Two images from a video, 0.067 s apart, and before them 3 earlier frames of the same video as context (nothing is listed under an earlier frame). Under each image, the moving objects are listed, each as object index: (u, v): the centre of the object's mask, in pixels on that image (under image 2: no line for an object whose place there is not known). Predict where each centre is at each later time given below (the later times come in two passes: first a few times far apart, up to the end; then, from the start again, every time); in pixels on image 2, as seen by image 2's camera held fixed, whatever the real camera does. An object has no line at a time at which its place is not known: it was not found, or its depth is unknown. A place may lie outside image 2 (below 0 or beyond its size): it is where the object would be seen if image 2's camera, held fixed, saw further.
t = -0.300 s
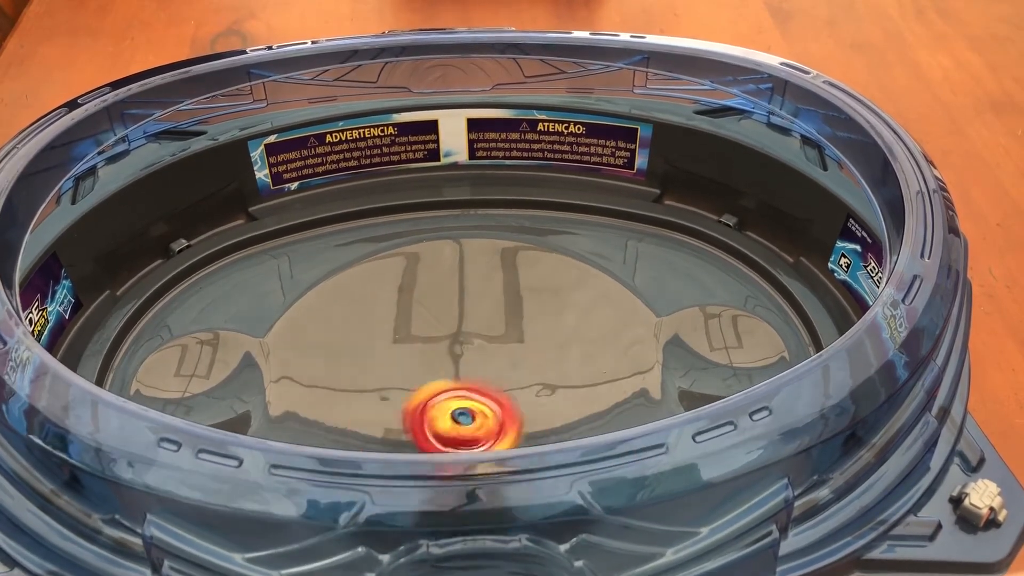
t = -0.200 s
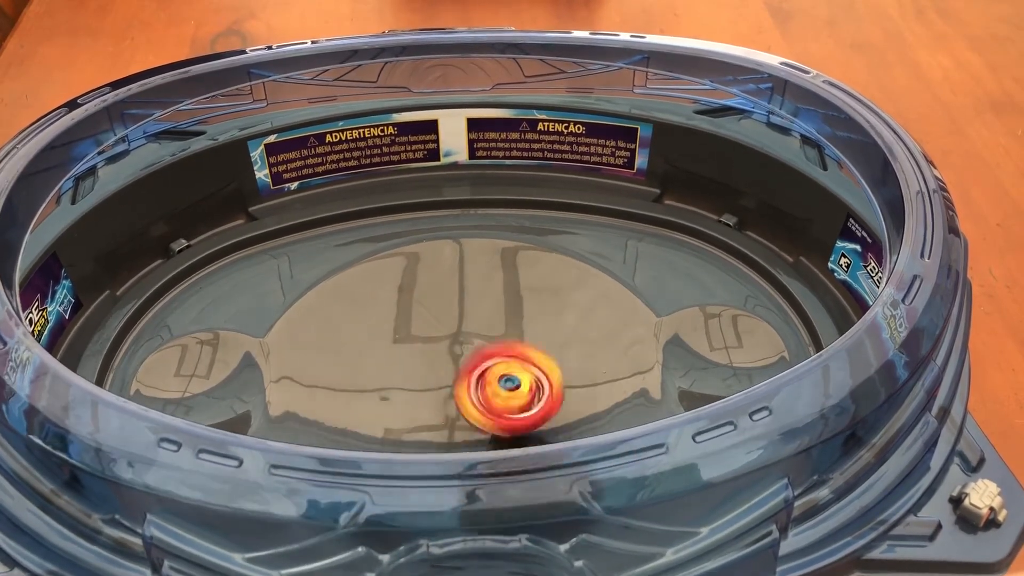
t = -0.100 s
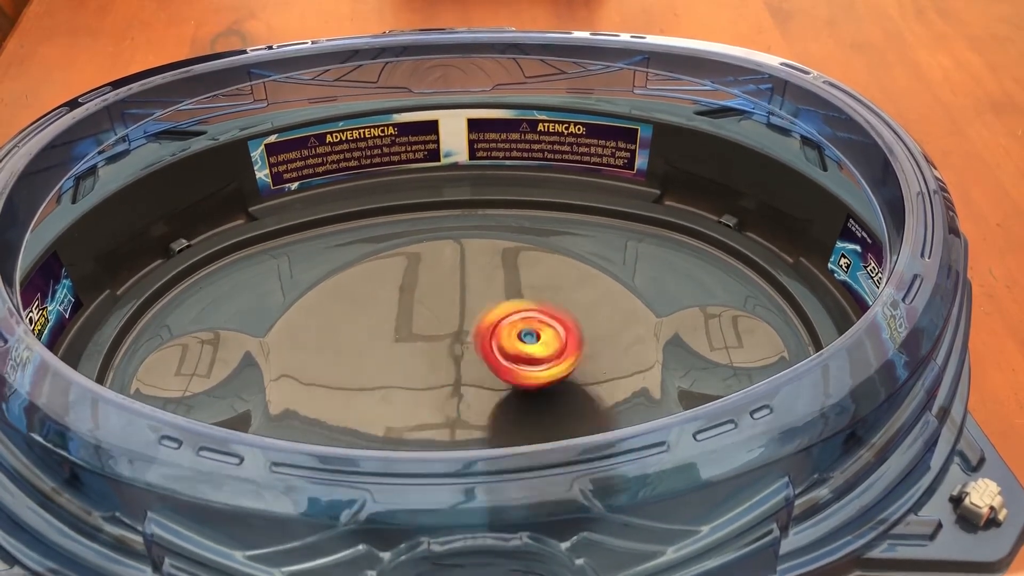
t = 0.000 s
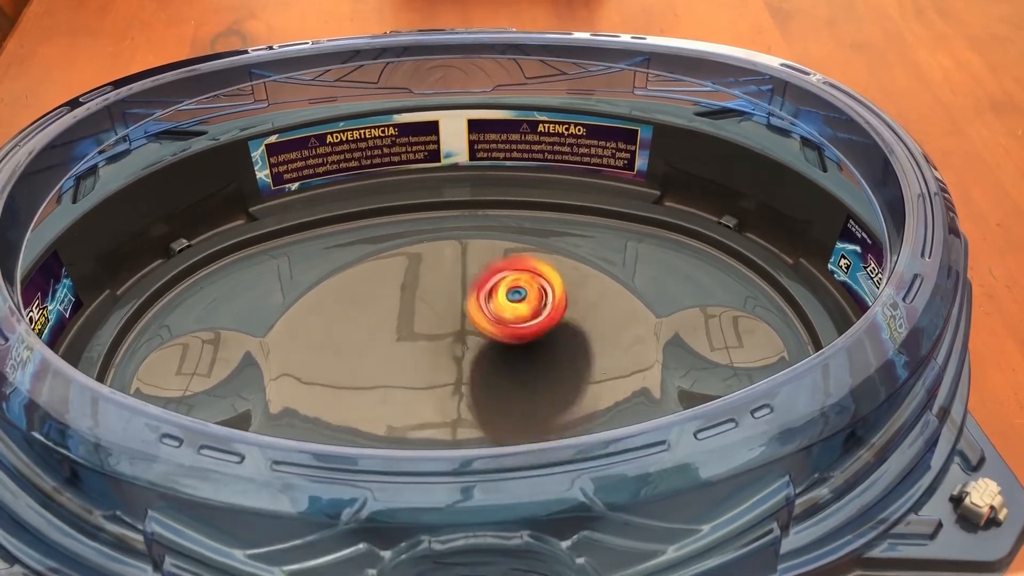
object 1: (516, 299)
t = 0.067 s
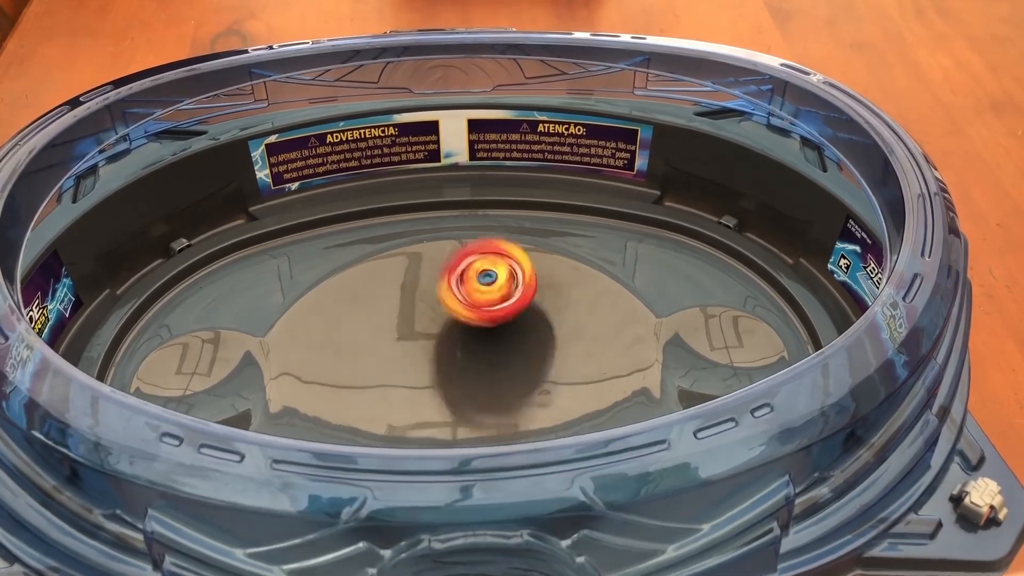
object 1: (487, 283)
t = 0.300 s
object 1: (404, 354)
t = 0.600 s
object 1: (510, 421)
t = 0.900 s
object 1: (480, 332)
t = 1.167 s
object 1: (355, 344)
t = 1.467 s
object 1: (494, 399)
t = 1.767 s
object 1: (524, 315)
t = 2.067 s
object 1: (393, 375)
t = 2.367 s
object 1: (474, 413)
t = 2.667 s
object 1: (485, 308)
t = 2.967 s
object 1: (408, 353)
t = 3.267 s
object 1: (515, 411)
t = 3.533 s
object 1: (499, 349)
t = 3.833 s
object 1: (375, 352)
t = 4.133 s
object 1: (464, 397)
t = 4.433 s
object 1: (527, 330)
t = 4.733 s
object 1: (428, 356)
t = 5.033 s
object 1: (446, 416)
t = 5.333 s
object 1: (491, 344)
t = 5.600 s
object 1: (429, 322)
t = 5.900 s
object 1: (452, 395)
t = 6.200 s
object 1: (523, 375)
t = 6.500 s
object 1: (431, 347)
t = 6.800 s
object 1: (406, 387)
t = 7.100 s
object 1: (500, 369)
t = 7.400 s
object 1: (476, 327)
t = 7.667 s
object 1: (428, 376)
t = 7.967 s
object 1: (478, 403)
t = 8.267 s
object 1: (480, 349)
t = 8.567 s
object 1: (424, 344)
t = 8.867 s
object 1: (447, 388)
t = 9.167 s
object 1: (503, 376)
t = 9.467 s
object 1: (474, 347)
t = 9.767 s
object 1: (421, 355)
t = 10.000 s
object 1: (432, 382)
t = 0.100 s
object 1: (470, 282)
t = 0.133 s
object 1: (451, 286)
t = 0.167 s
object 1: (436, 296)
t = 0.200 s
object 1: (421, 308)
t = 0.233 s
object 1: (414, 323)
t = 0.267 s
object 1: (407, 337)
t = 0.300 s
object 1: (404, 354)
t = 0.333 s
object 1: (404, 369)
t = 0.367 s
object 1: (410, 385)
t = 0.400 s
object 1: (414, 398)
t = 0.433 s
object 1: (425, 410)
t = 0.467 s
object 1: (437, 416)
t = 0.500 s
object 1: (455, 422)
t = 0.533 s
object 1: (472, 423)
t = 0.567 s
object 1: (494, 424)
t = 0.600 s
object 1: (510, 421)
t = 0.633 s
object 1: (528, 415)
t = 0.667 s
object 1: (537, 408)
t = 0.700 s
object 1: (541, 396)
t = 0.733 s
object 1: (540, 385)
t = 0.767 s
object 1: (532, 371)
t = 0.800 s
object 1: (522, 360)
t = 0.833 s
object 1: (507, 350)
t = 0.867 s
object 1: (496, 341)
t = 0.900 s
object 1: (480, 332)
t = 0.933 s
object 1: (461, 325)
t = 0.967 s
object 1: (446, 321)
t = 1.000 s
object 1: (426, 315)
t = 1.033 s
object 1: (408, 315)
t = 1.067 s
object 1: (389, 317)
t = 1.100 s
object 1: (375, 322)
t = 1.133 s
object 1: (362, 333)
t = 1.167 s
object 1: (355, 344)
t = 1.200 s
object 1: (358, 360)
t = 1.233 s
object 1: (365, 372)
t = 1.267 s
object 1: (380, 385)
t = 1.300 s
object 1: (396, 394)
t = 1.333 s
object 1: (416, 399)
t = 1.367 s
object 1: (435, 403)
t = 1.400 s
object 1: (454, 403)
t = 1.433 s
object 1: (477, 403)
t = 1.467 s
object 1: (494, 399)
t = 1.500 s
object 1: (513, 392)
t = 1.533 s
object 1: (531, 385)
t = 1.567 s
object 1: (543, 372)
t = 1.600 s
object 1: (554, 360)
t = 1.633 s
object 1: (559, 348)
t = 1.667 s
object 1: (555, 335)
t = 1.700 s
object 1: (551, 325)
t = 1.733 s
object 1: (540, 319)
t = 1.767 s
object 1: (524, 315)
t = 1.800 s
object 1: (510, 314)
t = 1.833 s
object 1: (492, 317)
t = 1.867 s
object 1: (472, 321)
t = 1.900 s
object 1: (458, 327)
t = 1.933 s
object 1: (441, 336)
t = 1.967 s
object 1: (426, 343)
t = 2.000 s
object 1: (414, 353)
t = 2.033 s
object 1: (401, 364)
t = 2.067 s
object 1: (393, 375)
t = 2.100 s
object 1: (386, 387)
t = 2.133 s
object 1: (382, 399)
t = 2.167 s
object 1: (388, 409)
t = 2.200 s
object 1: (396, 417)
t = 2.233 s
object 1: (408, 420)
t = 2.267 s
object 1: (425, 422)
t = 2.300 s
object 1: (441, 422)
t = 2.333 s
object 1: (458, 419)
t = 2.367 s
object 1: (474, 413)
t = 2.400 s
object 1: (486, 407)
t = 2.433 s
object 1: (495, 397)
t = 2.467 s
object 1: (501, 382)
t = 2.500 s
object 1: (505, 371)
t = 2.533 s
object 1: (506, 358)
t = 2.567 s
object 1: (504, 343)
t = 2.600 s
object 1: (500, 331)
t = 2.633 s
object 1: (495, 319)
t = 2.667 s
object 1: (485, 308)
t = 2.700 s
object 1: (472, 300)
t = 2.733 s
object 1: (459, 296)
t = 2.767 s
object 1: (447, 297)
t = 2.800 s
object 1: (435, 299)
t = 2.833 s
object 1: (424, 305)
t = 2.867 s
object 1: (418, 315)
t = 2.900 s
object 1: (411, 327)
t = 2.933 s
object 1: (407, 339)
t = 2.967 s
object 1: (408, 353)
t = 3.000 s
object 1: (414, 367)
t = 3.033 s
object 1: (419, 379)
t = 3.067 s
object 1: (426, 390)
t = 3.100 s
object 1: (440, 400)
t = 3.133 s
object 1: (452, 407)
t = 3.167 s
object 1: (465, 412)
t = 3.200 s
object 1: (483, 412)
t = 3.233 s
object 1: (500, 413)
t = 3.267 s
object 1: (515, 411)
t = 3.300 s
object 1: (525, 406)
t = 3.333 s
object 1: (534, 399)
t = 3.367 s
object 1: (537, 393)
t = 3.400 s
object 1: (538, 384)
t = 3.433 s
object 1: (532, 374)
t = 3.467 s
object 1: (522, 364)
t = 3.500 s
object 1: (510, 355)
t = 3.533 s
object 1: (499, 349)
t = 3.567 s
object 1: (486, 344)
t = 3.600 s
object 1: (470, 340)
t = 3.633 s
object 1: (453, 336)
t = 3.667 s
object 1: (438, 334)
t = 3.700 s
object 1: (424, 334)
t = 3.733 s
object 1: (407, 335)
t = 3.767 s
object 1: (392, 339)
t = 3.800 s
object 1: (379, 344)
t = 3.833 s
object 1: (375, 352)
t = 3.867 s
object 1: (373, 360)
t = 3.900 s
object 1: (374, 370)
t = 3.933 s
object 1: (377, 376)
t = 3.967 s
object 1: (386, 382)
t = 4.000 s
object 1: (401, 390)
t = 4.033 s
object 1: (415, 396)
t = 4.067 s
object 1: (431, 399)
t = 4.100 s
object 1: (449, 400)
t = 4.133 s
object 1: (464, 397)
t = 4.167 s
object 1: (477, 393)
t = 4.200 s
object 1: (494, 386)
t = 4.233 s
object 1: (509, 380)
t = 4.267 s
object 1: (519, 374)
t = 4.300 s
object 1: (526, 362)
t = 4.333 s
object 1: (534, 353)
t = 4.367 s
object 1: (532, 344)
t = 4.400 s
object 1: (532, 337)
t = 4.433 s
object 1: (527, 330)
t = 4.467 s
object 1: (524, 326)
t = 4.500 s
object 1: (513, 323)
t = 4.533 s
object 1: (504, 322)
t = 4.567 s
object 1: (490, 323)
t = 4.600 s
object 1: (473, 326)
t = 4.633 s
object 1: (459, 332)
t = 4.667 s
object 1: (449, 338)
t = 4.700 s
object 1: (438, 347)
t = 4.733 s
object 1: (428, 356)
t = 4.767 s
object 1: (419, 366)
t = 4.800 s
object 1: (414, 376)
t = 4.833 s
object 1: (408, 386)
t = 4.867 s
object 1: (406, 396)
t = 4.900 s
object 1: (410, 403)
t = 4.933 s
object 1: (417, 410)
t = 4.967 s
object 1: (427, 414)
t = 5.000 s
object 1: (438, 416)
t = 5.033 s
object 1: (446, 416)
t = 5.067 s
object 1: (458, 415)
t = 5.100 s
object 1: (470, 412)
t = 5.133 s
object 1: (479, 405)
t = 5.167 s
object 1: (487, 398)
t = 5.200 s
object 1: (492, 387)
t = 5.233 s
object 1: (494, 377)
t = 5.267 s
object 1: (494, 365)
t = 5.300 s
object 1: (493, 353)
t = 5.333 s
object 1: (491, 344)
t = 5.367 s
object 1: (484, 335)
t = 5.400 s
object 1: (477, 326)
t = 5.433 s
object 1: (468, 320)
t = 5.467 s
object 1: (459, 317)
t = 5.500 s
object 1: (452, 316)
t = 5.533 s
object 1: (442, 316)
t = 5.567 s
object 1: (437, 318)
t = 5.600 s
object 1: (429, 322)
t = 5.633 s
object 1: (421, 329)
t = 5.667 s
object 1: (418, 334)
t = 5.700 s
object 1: (416, 343)
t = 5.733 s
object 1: (415, 352)
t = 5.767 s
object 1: (418, 362)
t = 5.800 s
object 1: (423, 372)
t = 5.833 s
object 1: (430, 381)
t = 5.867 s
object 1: (440, 389)
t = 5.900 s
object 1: (452, 395)
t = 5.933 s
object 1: (465, 399)
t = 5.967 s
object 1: (478, 400)
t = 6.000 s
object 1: (492, 400)
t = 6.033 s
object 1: (501, 399)
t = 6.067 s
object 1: (512, 395)
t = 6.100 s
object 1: (514, 391)
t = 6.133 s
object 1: (522, 387)
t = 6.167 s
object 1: (521, 382)
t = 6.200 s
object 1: (523, 375)
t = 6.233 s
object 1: (519, 370)
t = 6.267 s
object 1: (513, 363)
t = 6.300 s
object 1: (504, 356)
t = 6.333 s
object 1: (493, 352)
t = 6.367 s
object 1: (483, 348)
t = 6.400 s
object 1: (469, 346)
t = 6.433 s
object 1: (455, 345)
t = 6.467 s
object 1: (443, 345)
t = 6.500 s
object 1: (431, 347)
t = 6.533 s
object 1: (417, 350)
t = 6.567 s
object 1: (408, 356)
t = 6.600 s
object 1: (402, 361)
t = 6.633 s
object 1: (395, 366)
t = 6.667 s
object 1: (397, 370)
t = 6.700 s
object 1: (395, 374)
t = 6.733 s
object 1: (398, 379)
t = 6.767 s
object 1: (399, 383)
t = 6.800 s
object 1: (406, 387)
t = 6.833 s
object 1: (412, 391)
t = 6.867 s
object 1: (422, 393)
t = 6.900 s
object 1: (433, 395)
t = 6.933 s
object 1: (445, 395)
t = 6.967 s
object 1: (459, 393)
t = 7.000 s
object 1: (470, 390)
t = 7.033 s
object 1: (481, 383)
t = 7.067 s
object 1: (493, 377)
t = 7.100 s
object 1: (500, 369)
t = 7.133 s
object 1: (504, 361)
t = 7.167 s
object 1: (506, 352)
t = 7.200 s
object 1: (507, 345)
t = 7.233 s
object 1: (504, 340)
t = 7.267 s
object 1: (500, 334)
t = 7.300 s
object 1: (498, 332)
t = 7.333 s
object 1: (489, 329)
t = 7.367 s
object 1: (485, 327)
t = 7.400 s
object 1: (476, 327)
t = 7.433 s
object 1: (468, 329)
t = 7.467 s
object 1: (458, 332)
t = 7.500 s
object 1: (451, 336)
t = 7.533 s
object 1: (445, 341)
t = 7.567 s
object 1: (437, 350)
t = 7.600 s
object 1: (432, 358)
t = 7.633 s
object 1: (430, 367)
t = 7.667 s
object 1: (428, 376)
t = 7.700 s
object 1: (430, 384)
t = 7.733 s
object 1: (434, 391)
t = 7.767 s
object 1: (439, 397)
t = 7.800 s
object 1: (445, 401)
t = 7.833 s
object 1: (448, 404)
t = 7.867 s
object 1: (456, 404)
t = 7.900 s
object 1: (464, 406)
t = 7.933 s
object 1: (470, 405)
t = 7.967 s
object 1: (478, 403)
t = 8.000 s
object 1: (484, 400)
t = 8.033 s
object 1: (490, 396)
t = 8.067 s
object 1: (491, 390)
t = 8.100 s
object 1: (494, 383)
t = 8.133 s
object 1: (494, 377)
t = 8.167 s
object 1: (493, 369)
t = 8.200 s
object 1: (491, 360)
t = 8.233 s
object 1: (486, 355)
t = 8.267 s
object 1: (480, 349)
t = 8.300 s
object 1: (472, 342)
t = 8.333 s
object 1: (465, 339)
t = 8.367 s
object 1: (454, 336)
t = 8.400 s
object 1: (447, 335)
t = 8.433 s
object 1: (440, 335)
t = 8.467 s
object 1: (435, 337)
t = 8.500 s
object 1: (431, 339)
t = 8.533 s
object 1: (425, 341)
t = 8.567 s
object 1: (424, 344)
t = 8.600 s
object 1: (417, 347)
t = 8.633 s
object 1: (418, 352)
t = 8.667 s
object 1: (416, 358)
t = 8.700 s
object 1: (419, 363)
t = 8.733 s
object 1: (424, 370)
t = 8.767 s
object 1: (428, 375)
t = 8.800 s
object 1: (435, 380)
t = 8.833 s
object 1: (440, 384)
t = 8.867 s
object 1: (447, 388)
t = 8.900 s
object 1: (458, 391)
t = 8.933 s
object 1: (453, 387)
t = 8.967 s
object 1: (478, 393)
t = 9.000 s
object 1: (483, 391)
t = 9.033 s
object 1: (491, 389)
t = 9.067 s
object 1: (494, 387)
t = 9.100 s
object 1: (501, 384)
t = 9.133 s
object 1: (505, 381)
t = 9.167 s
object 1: (503, 376)
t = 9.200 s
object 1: (505, 372)
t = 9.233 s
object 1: (501, 369)
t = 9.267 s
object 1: (502, 366)
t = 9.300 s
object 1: (502, 363)
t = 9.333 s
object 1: (495, 358)
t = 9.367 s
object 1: (491, 354)
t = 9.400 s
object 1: (484, 351)
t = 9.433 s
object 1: (478, 349)
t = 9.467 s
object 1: (474, 347)
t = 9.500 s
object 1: (466, 344)
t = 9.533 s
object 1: (458, 342)
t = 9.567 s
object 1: (450, 341)
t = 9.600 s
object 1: (444, 344)
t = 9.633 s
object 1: (439, 345)
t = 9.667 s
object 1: (431, 346)
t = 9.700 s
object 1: (428, 348)
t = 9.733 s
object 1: (424, 351)
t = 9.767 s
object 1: (421, 355)
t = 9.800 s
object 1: (422, 359)
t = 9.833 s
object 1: (418, 362)
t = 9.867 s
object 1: (420, 367)
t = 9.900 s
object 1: (422, 373)
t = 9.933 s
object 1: (424, 376)
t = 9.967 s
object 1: (431, 379)
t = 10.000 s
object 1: (432, 382)
